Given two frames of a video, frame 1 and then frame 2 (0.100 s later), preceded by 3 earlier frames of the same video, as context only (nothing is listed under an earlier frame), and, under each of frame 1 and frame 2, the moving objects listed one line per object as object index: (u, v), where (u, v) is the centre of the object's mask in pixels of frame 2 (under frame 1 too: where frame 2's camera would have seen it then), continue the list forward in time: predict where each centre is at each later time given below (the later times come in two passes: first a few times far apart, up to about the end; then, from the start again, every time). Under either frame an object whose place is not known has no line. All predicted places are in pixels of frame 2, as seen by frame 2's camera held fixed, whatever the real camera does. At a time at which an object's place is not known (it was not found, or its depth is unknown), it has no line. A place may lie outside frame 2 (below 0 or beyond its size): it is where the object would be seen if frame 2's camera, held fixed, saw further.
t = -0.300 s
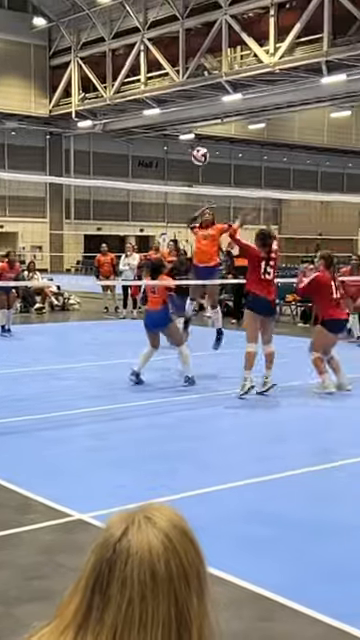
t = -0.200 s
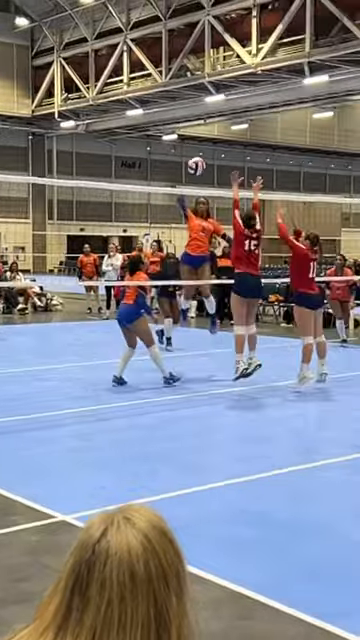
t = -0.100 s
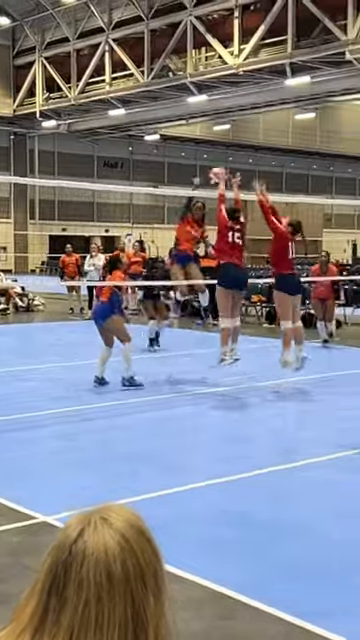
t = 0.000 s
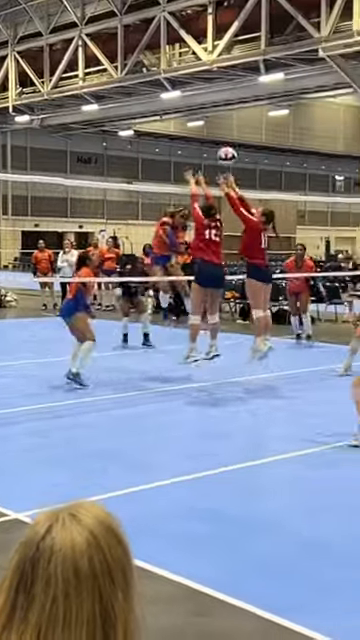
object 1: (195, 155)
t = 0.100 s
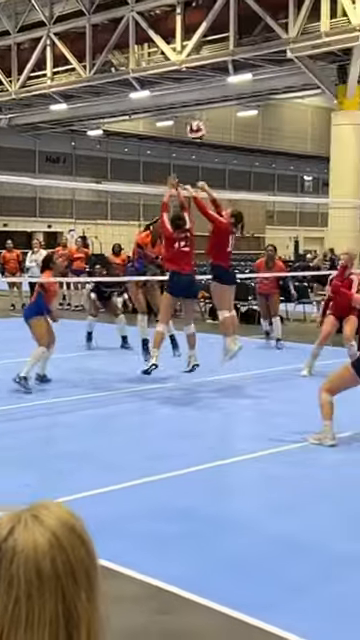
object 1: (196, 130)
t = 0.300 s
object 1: (195, 104)
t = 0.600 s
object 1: (195, 135)
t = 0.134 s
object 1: (195, 124)
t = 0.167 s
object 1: (196, 117)
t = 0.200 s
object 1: (197, 114)
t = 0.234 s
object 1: (196, 108)
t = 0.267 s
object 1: (195, 107)
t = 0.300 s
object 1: (195, 104)
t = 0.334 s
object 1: (195, 102)
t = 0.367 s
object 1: (195, 103)
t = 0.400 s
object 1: (195, 104)
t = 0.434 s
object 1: (194, 106)
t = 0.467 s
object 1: (194, 109)
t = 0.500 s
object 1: (195, 113)
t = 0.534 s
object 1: (196, 120)
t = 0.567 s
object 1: (196, 127)
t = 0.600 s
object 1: (195, 135)
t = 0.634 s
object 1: (195, 143)
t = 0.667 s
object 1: (196, 151)
